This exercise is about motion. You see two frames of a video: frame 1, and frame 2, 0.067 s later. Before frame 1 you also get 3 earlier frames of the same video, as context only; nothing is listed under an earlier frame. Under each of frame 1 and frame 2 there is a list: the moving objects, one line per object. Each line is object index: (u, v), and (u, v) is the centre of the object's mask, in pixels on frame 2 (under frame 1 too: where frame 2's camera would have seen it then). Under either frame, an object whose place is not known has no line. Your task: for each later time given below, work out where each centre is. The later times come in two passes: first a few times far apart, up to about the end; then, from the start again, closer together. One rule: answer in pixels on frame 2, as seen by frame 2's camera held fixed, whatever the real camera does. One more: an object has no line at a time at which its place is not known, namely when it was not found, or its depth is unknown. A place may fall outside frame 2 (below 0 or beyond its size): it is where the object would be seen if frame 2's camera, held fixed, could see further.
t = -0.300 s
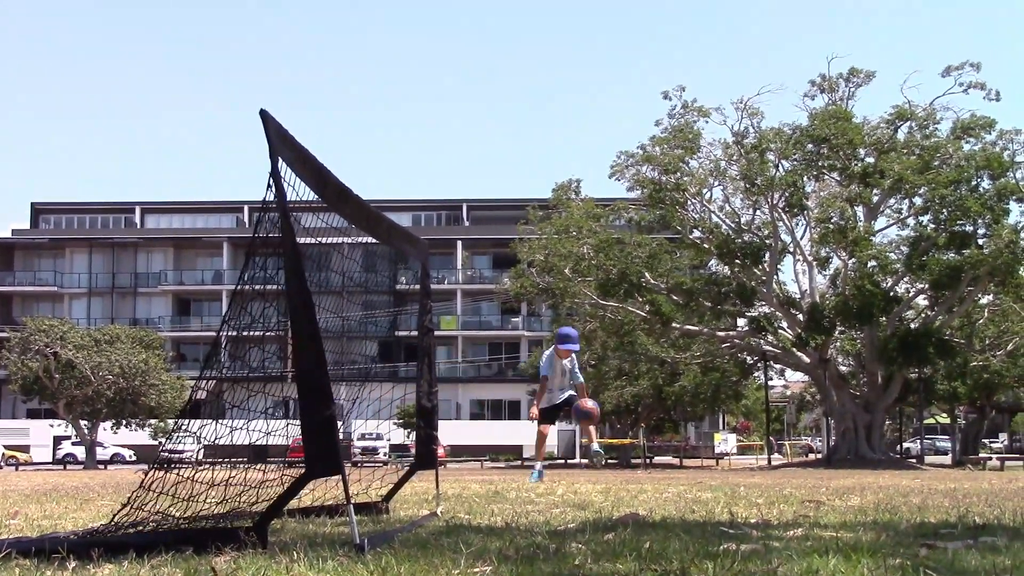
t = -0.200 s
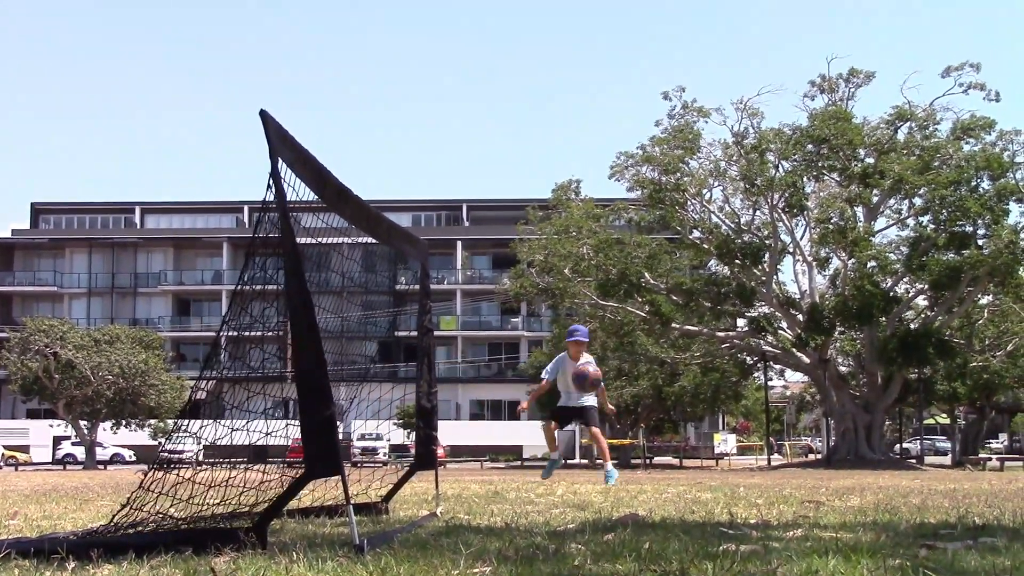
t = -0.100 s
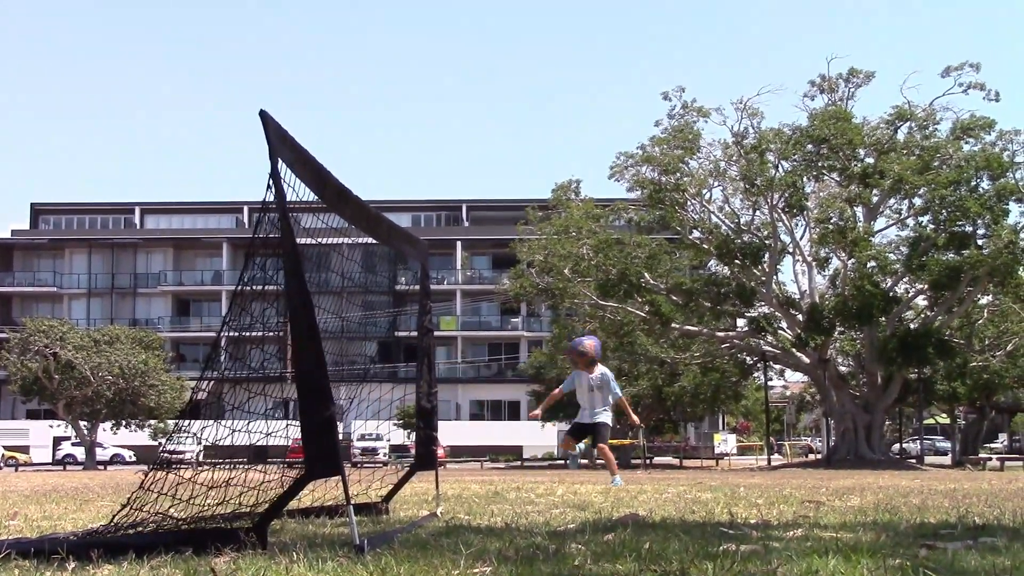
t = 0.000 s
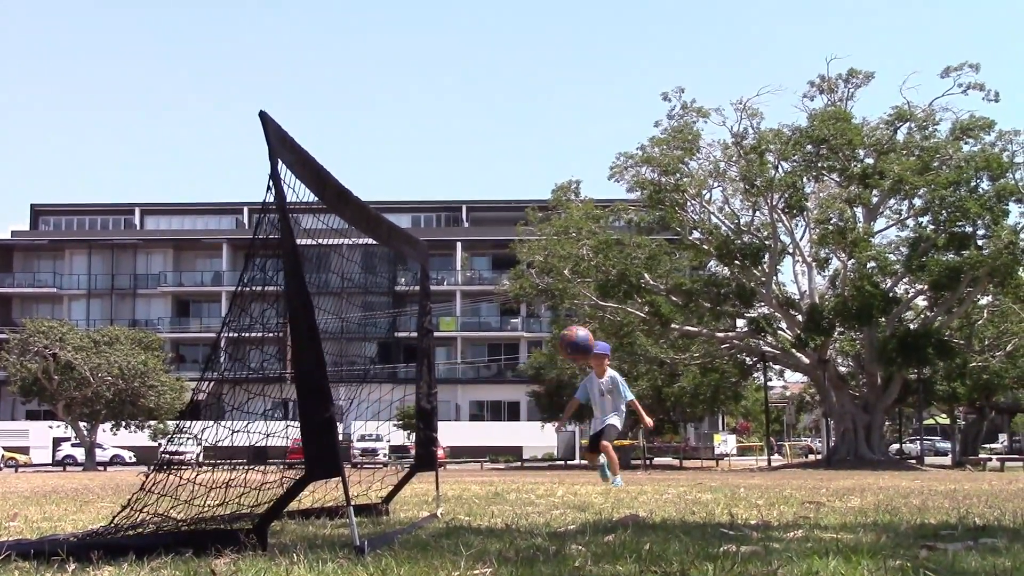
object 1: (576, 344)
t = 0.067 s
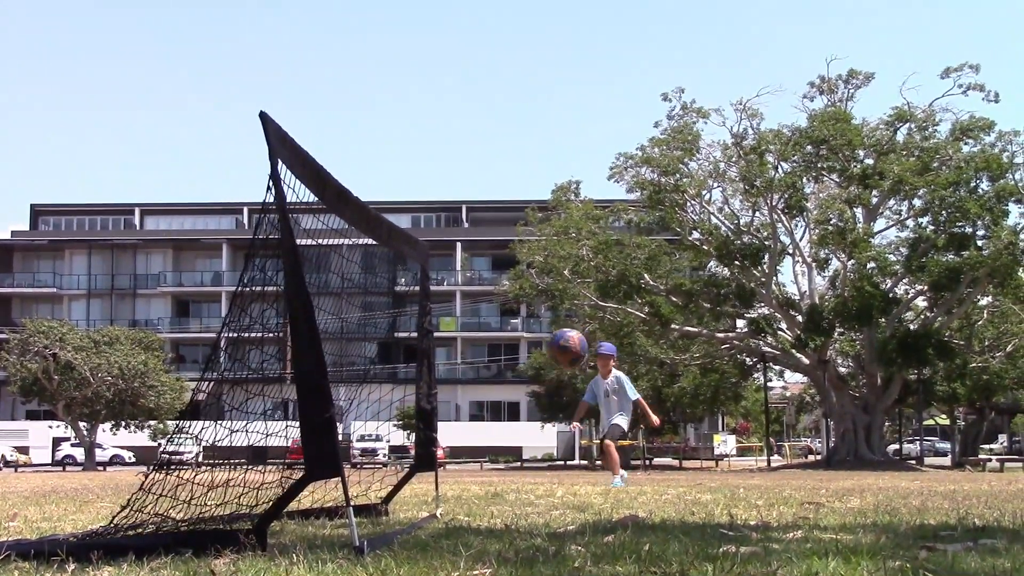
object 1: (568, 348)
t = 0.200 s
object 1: (540, 391)
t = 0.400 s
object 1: (464, 462)
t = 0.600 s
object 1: (357, 374)
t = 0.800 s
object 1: (180, 448)
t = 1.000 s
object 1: (195, 488)
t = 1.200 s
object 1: (160, 505)
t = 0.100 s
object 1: (562, 354)
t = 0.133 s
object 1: (556, 363)
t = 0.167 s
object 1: (548, 374)
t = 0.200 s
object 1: (540, 391)
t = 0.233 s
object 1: (530, 411)
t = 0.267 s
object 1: (519, 436)
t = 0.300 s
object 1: (506, 468)
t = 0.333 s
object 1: (491, 499)
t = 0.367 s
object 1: (477, 486)
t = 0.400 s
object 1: (464, 462)
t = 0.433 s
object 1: (448, 440)
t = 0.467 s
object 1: (431, 421)
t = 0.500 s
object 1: (415, 405)
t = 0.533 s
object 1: (397, 391)
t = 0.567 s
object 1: (376, 380)
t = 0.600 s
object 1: (357, 374)
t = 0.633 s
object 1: (345, 370)
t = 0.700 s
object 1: (266, 386)
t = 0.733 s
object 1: (244, 400)
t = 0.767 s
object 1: (210, 421)
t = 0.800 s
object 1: (180, 448)
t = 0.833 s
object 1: (173, 466)
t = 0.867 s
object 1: (179, 470)
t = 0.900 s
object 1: (184, 470)
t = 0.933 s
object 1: (188, 472)
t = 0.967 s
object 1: (191, 478)
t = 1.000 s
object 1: (195, 488)
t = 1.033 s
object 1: (196, 504)
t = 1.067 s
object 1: (194, 511)
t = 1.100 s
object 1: (187, 510)
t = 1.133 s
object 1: (178, 506)
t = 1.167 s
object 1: (168, 505)
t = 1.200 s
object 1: (160, 505)
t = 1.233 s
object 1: (153, 508)
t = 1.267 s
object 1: (146, 511)
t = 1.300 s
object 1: (140, 514)
